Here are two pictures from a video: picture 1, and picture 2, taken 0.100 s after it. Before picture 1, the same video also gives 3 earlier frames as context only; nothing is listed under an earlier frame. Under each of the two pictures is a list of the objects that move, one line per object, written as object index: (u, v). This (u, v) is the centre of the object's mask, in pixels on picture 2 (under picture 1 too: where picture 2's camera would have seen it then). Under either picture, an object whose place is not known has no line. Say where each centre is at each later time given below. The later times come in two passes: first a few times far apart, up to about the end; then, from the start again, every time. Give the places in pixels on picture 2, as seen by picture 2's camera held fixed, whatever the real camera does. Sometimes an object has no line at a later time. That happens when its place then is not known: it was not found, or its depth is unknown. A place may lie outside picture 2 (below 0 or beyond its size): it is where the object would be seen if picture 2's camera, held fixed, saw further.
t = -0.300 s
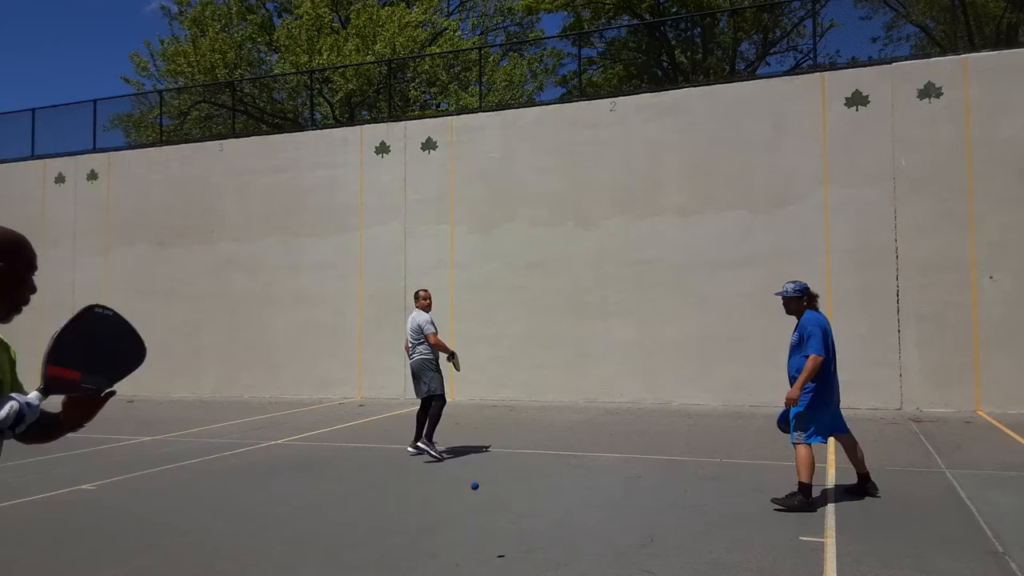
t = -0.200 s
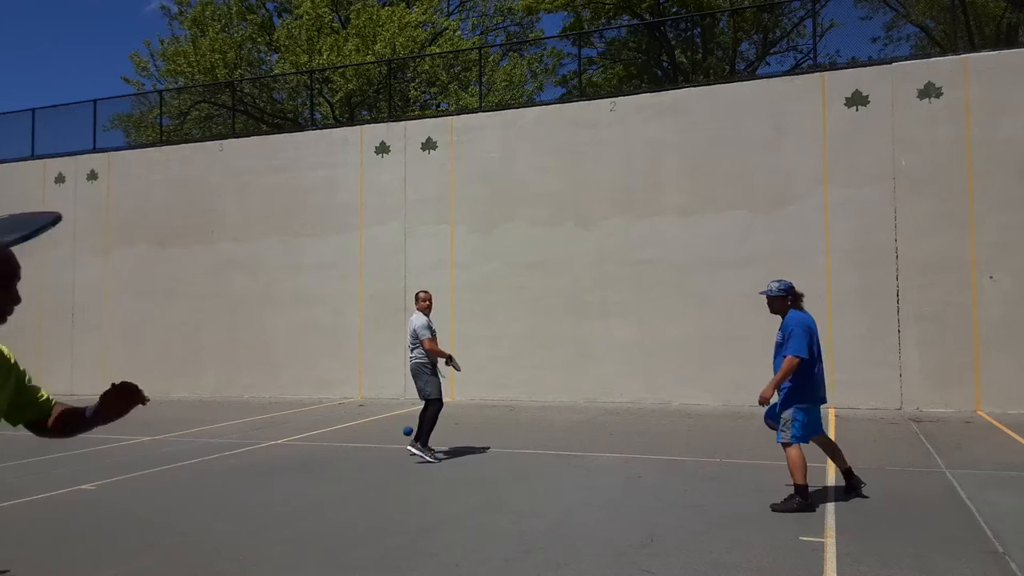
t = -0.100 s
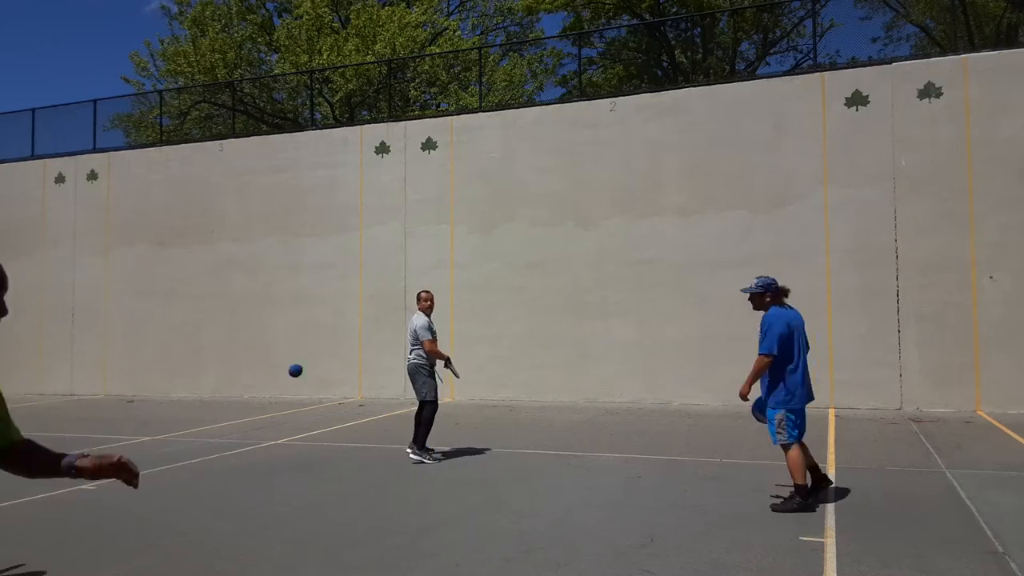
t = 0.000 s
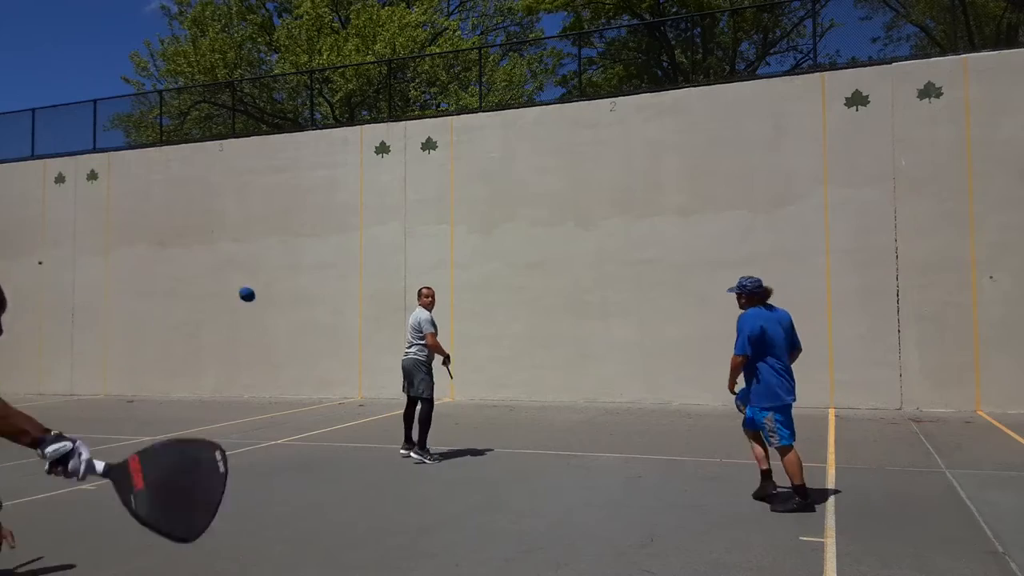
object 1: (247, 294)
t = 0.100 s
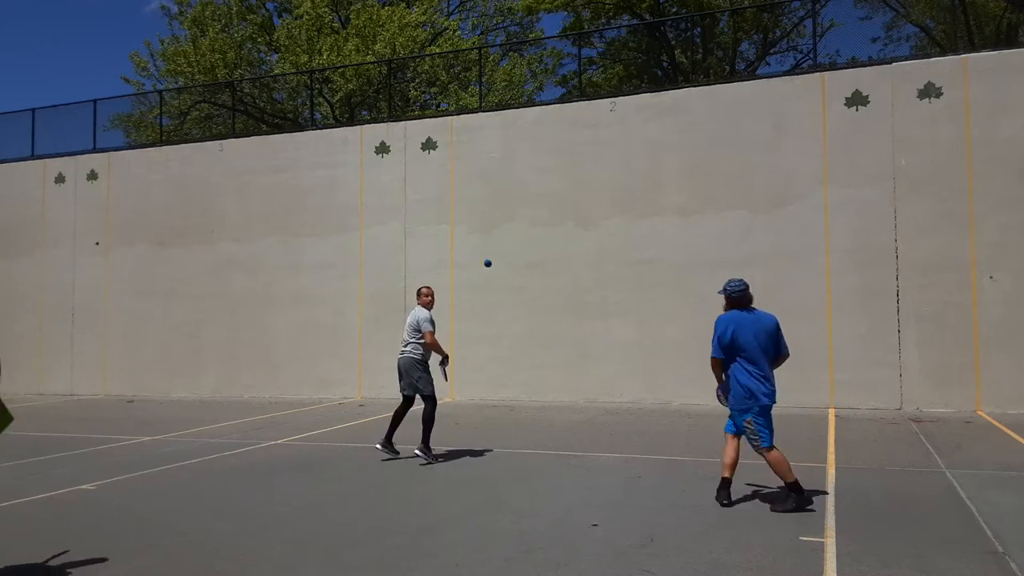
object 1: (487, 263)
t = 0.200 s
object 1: (571, 261)
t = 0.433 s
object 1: (644, 278)
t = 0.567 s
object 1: (637, 296)
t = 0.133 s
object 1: (523, 261)
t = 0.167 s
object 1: (550, 261)
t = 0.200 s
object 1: (571, 261)
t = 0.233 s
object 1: (588, 262)
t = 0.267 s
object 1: (601, 265)
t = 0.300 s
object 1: (613, 266)
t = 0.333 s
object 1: (622, 269)
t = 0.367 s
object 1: (631, 272)
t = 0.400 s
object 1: (638, 275)
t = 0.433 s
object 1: (644, 278)
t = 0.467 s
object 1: (651, 282)
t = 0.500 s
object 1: (651, 285)
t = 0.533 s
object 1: (644, 290)
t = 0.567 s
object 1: (637, 296)
